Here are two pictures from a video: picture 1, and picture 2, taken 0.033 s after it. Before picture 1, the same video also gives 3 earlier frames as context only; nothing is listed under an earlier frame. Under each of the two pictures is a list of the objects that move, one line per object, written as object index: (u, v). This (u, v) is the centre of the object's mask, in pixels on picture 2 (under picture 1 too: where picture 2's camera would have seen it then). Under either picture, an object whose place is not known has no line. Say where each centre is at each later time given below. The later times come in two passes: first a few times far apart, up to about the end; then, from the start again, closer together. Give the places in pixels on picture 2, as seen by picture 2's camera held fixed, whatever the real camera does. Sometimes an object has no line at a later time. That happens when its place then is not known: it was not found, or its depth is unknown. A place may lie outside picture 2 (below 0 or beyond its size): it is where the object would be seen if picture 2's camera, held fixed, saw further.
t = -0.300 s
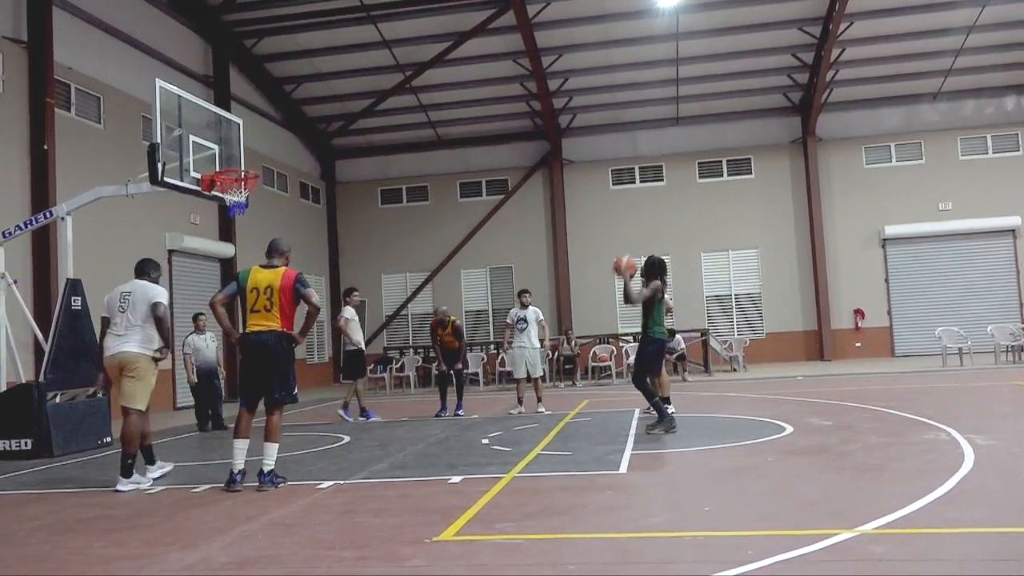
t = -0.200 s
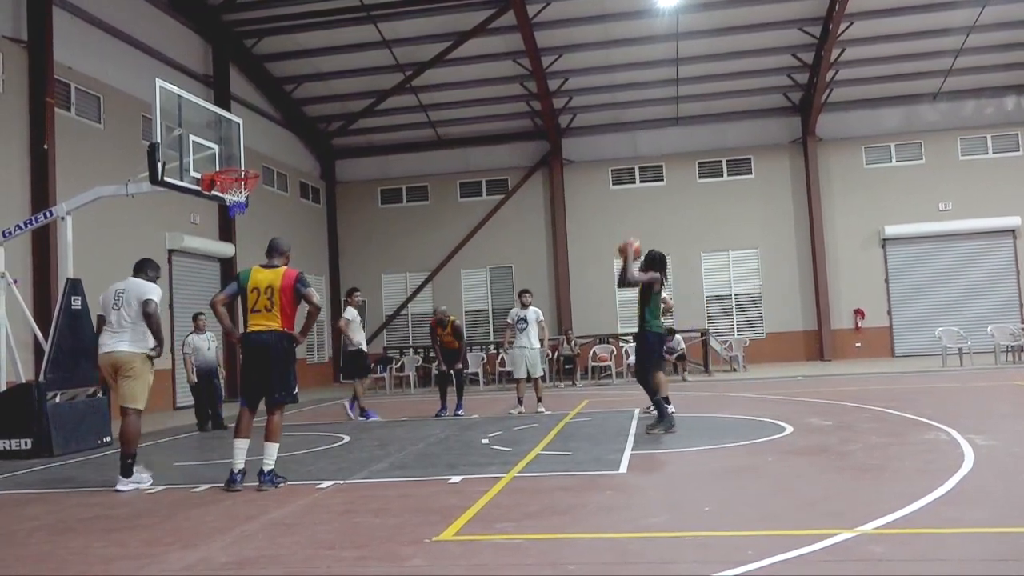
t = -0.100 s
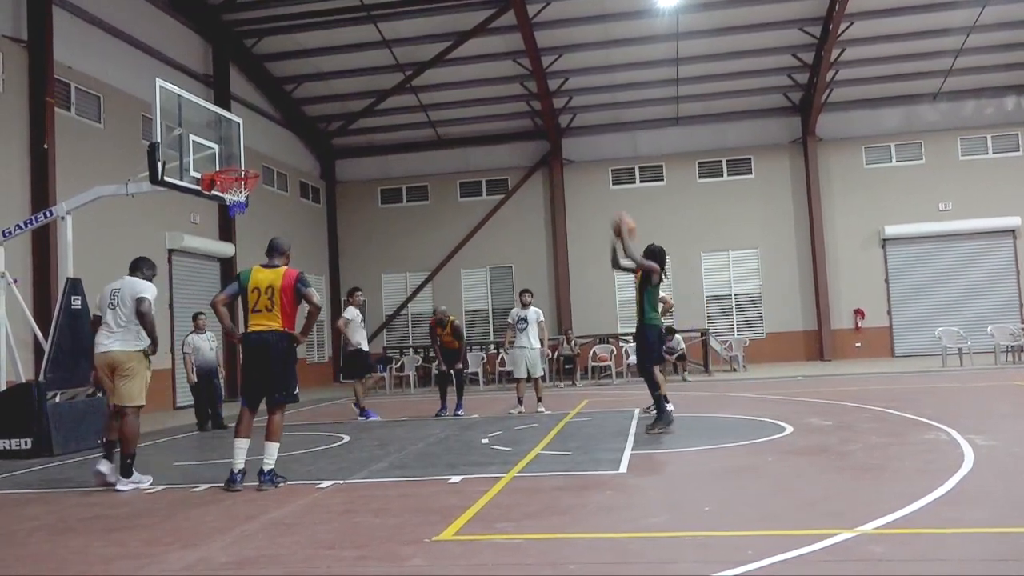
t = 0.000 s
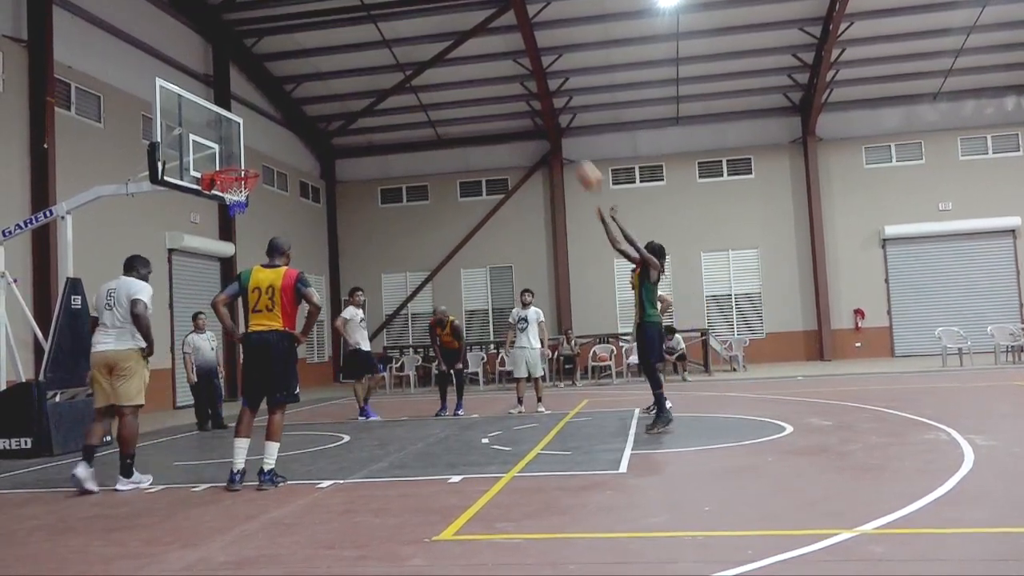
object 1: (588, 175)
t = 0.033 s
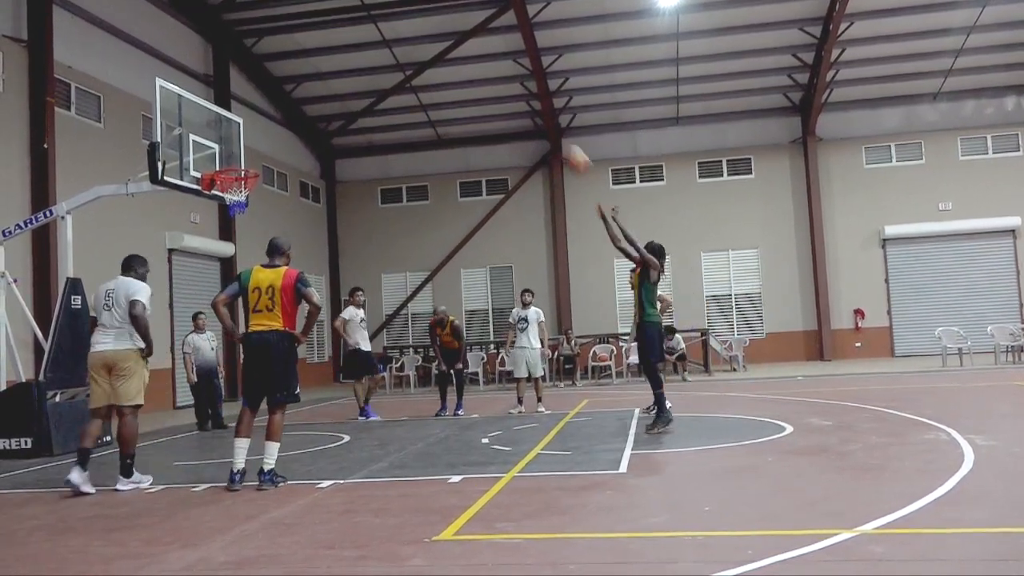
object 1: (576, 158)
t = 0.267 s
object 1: (492, 81)
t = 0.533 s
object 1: (407, 53)
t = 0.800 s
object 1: (327, 87)
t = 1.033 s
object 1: (260, 162)
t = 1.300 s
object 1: (248, 153)
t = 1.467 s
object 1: (240, 168)
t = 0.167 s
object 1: (529, 108)
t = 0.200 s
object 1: (517, 99)
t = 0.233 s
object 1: (505, 90)
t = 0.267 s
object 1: (492, 81)
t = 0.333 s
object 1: (471, 68)
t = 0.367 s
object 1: (460, 64)
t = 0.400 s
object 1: (448, 59)
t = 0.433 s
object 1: (437, 56)
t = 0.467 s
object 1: (427, 55)
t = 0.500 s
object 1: (417, 54)
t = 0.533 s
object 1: (407, 53)
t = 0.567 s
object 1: (396, 54)
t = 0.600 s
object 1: (385, 56)
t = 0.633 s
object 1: (374, 59)
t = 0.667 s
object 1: (365, 62)
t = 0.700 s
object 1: (355, 67)
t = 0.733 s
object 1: (346, 73)
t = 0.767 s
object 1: (335, 79)
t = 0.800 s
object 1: (327, 87)
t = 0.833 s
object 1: (316, 95)
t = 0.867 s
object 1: (307, 104)
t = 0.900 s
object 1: (296, 115)
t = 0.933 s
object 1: (289, 124)
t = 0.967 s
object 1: (279, 135)
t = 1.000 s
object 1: (270, 149)
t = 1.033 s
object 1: (260, 162)
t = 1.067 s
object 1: (258, 160)
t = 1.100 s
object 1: (257, 157)
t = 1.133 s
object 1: (255, 154)
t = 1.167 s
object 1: (254, 152)
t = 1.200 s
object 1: (252, 152)
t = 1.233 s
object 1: (251, 151)
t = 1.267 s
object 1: (250, 152)
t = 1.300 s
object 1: (248, 153)
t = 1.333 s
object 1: (247, 157)
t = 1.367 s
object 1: (245, 160)
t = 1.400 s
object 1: (243, 163)
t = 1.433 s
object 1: (243, 165)
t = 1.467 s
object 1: (240, 168)
